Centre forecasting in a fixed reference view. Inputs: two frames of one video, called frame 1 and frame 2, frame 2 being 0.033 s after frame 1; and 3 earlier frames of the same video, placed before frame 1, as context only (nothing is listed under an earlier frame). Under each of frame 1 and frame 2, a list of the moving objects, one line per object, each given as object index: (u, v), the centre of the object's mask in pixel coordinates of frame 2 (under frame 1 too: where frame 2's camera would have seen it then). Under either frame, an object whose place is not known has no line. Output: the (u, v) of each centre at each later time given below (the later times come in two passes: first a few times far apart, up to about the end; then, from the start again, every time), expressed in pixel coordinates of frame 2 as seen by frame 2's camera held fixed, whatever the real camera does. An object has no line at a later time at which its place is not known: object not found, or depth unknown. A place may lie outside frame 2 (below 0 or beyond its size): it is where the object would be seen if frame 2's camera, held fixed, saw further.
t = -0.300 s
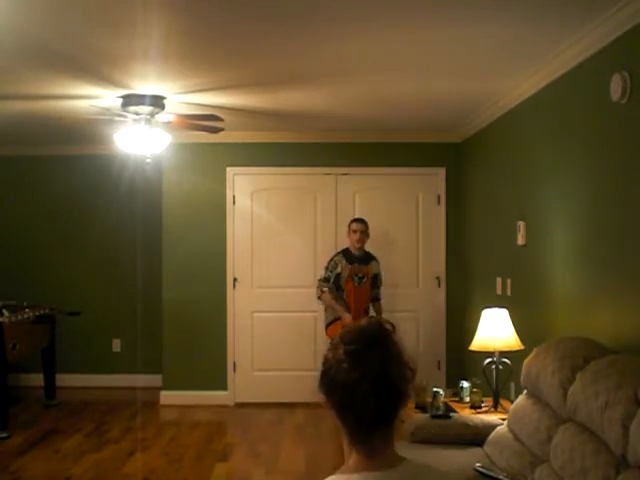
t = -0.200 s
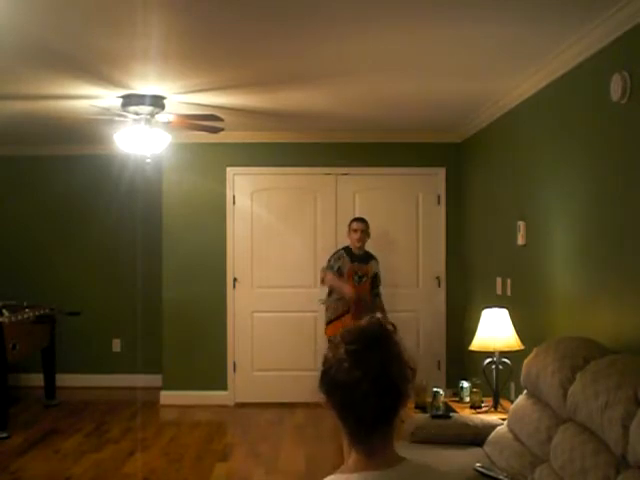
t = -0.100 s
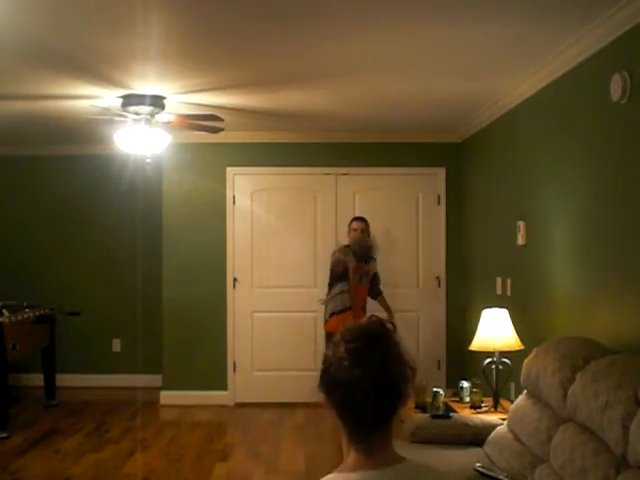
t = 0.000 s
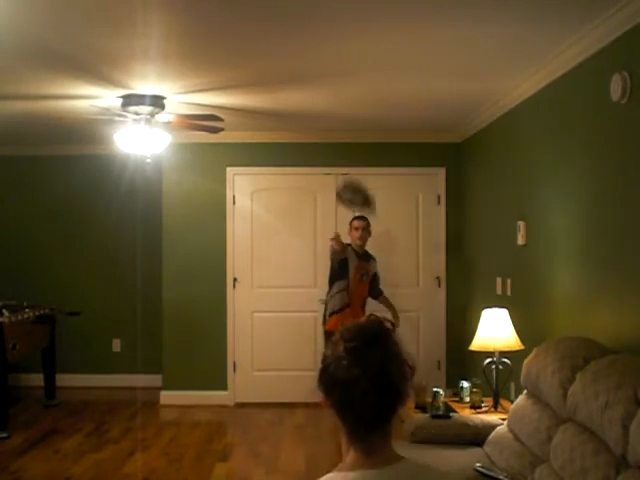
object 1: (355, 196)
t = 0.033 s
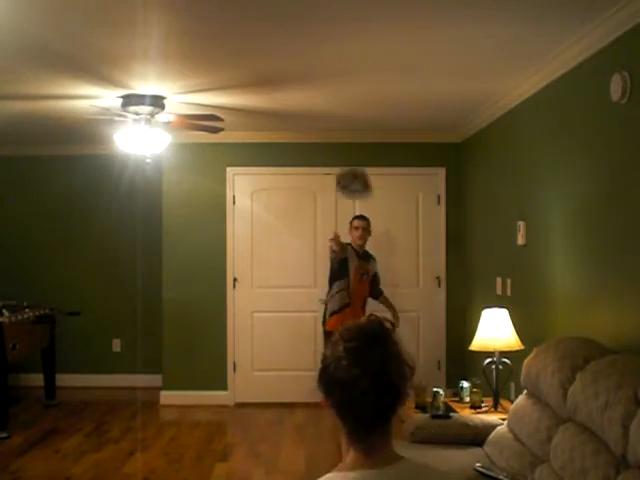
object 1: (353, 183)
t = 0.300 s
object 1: (339, 89)
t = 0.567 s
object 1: (336, 86)
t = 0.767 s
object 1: (381, 203)
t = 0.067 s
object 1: (354, 172)
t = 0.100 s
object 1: (350, 153)
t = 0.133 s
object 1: (349, 137)
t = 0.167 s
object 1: (348, 123)
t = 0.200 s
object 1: (345, 112)
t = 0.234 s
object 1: (342, 101)
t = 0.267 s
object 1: (340, 94)
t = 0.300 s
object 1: (339, 89)
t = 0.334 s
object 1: (338, 85)
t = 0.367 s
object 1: (337, 80)
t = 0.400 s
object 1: (337, 76)
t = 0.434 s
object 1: (338, 74)
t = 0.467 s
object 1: (339, 72)
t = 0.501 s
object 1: (338, 73)
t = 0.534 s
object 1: (337, 78)
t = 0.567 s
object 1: (336, 86)
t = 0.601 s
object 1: (339, 99)
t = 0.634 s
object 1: (343, 114)
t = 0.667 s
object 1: (350, 134)
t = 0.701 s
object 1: (356, 151)
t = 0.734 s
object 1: (368, 175)
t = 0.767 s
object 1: (381, 203)
